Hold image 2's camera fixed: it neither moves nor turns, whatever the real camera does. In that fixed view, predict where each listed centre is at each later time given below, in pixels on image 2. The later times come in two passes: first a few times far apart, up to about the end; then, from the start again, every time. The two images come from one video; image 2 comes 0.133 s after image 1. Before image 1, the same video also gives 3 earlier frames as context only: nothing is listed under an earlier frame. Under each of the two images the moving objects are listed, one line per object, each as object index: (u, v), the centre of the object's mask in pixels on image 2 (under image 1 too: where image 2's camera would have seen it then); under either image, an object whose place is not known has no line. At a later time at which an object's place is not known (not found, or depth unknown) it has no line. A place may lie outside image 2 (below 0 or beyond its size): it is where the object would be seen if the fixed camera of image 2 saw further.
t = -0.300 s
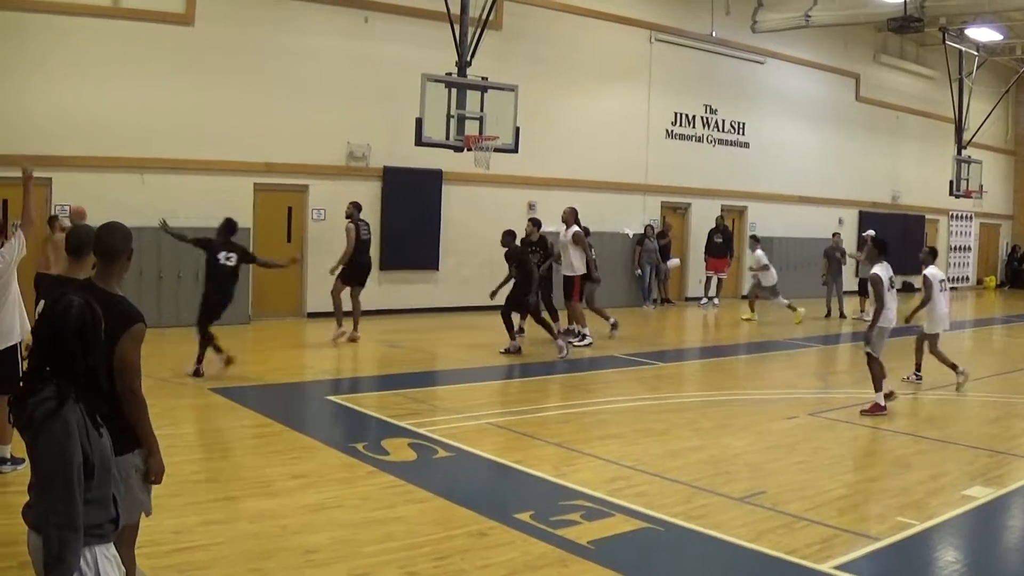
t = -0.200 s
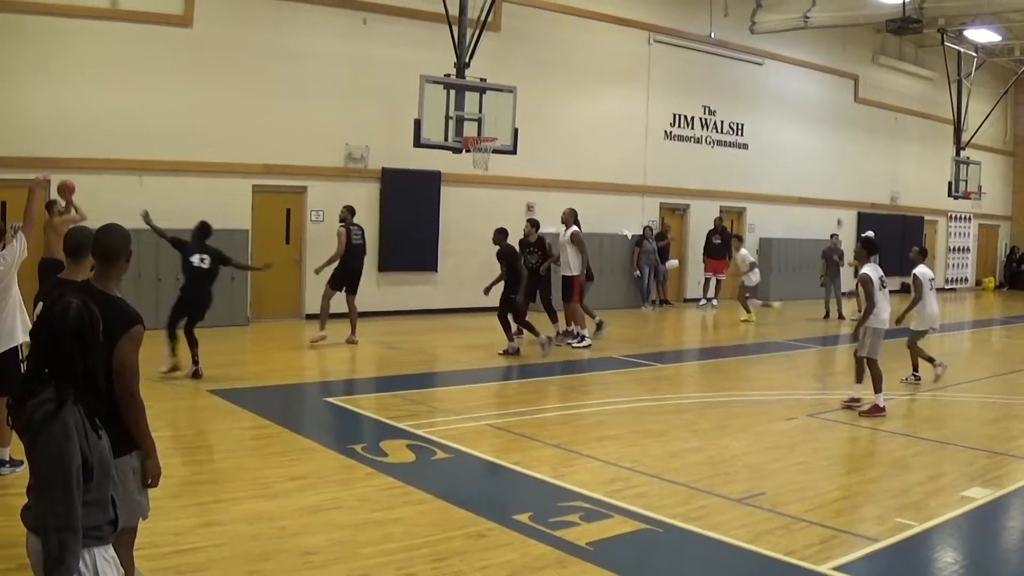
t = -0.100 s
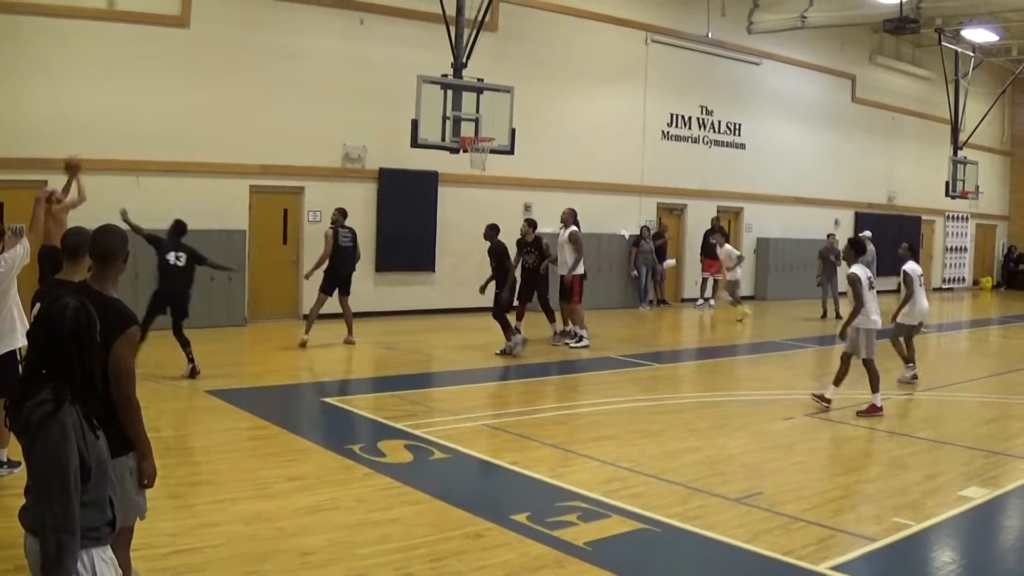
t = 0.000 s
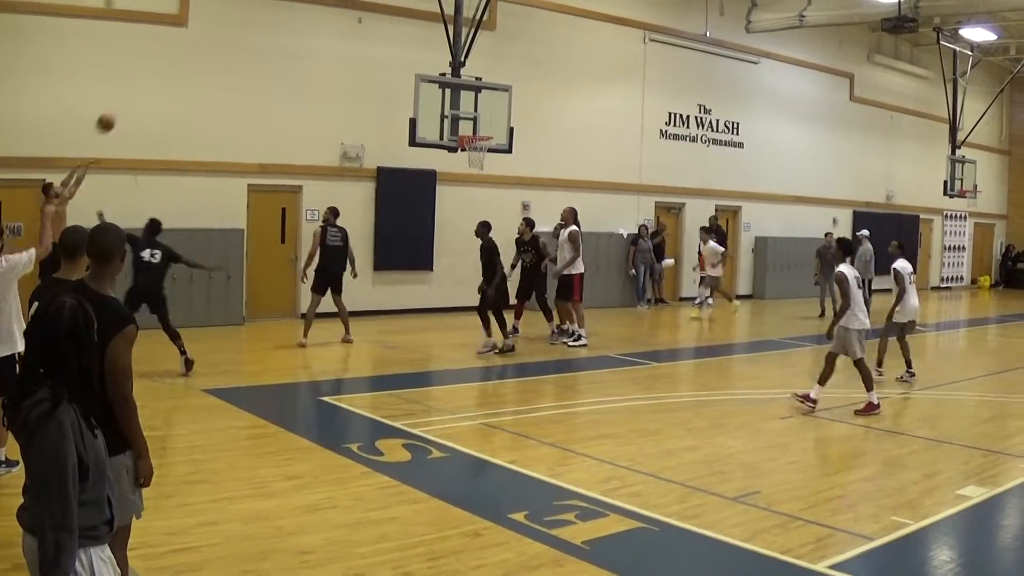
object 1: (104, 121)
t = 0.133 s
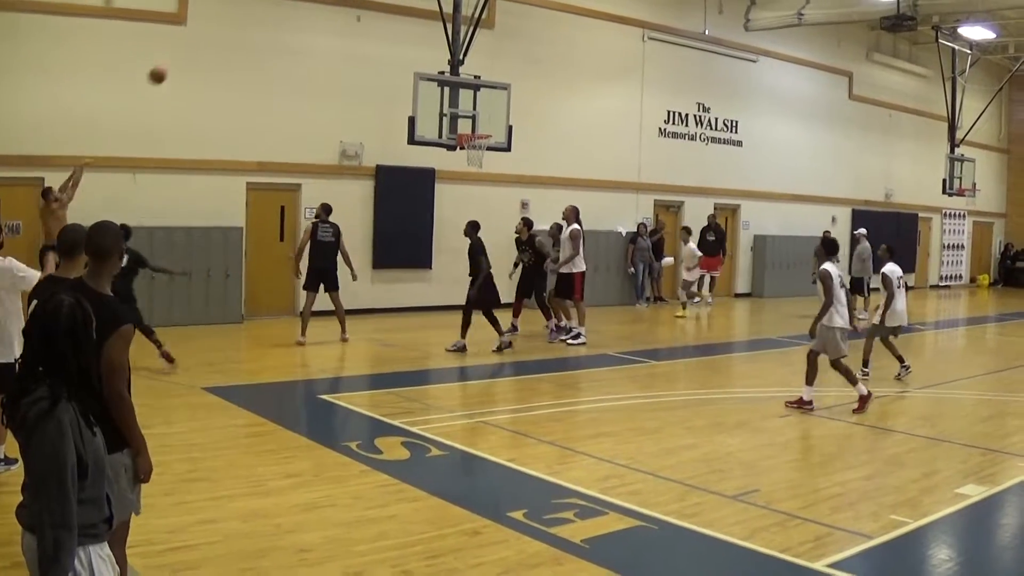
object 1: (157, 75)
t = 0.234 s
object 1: (195, 51)
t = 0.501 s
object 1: (290, 23)
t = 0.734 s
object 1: (363, 40)
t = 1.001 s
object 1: (438, 100)
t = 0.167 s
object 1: (170, 66)
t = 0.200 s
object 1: (183, 59)
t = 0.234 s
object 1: (195, 51)
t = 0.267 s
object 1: (208, 45)
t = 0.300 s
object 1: (220, 39)
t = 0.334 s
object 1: (232, 35)
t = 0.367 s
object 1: (244, 31)
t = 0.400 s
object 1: (256, 28)
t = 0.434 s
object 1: (267, 26)
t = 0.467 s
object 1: (278, 24)
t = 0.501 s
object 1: (290, 23)
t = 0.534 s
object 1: (301, 24)
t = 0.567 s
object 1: (311, 25)
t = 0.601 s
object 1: (322, 26)
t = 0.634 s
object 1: (332, 29)
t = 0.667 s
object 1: (343, 32)
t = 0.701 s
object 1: (353, 36)
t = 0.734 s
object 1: (363, 40)
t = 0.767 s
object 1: (373, 46)
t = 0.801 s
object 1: (382, 51)
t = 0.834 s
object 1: (392, 58)
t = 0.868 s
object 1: (401, 65)
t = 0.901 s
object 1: (410, 73)
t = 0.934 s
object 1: (420, 81)
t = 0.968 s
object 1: (429, 90)
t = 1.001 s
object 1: (438, 100)
